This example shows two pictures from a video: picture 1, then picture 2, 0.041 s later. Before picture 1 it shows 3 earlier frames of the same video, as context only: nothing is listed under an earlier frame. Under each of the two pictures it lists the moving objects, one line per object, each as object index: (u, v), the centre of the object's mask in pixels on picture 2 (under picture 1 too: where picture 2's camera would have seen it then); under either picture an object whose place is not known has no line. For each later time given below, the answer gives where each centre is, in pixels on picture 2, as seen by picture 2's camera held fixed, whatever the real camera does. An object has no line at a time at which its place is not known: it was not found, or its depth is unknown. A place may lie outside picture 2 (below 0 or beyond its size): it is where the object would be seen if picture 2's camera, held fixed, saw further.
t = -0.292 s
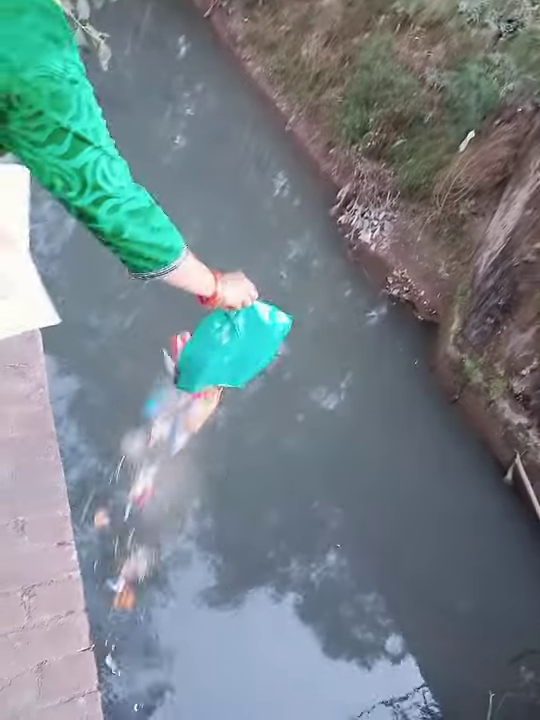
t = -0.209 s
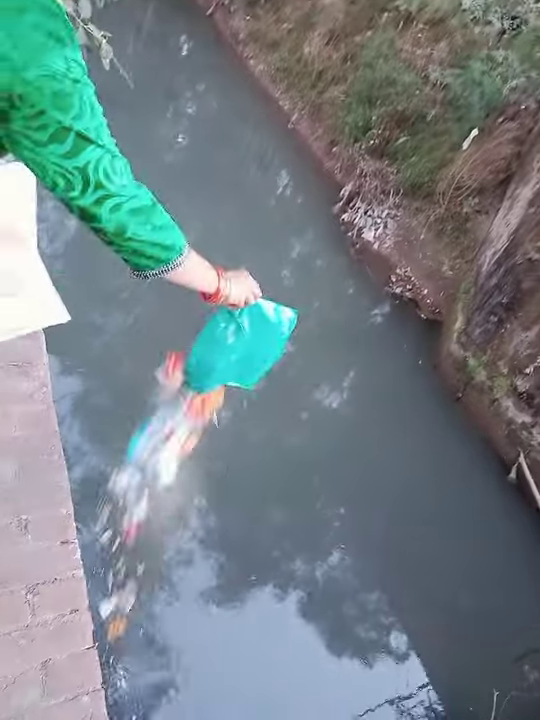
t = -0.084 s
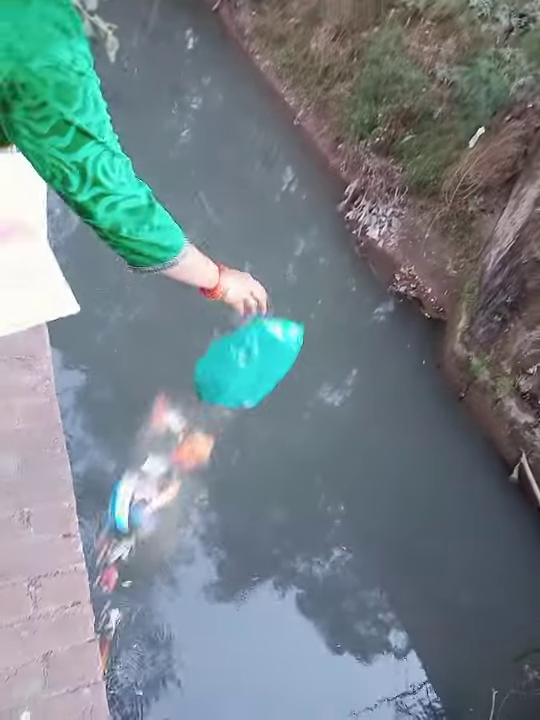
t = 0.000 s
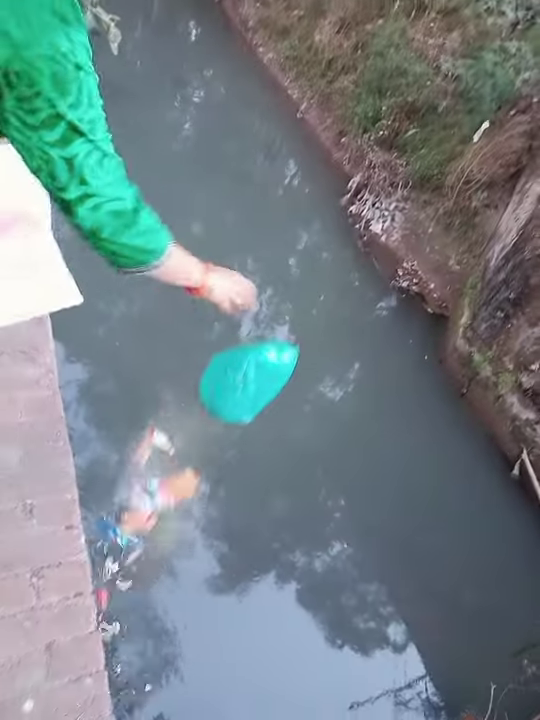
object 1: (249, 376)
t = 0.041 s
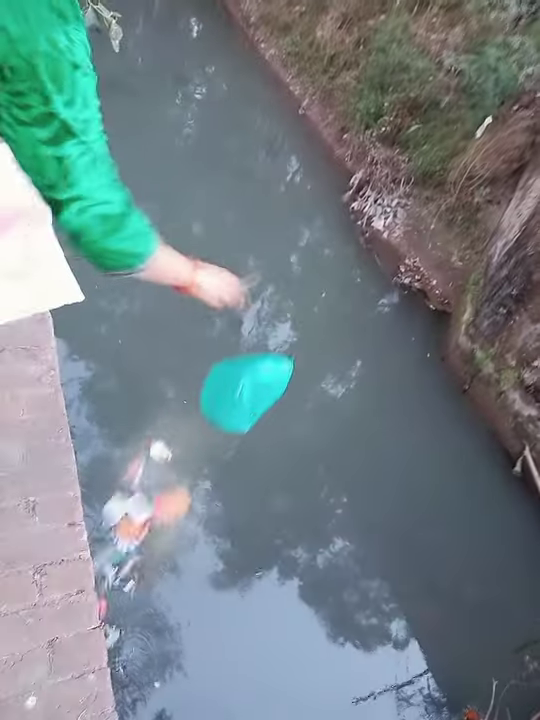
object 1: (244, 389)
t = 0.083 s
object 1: (239, 403)
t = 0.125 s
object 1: (232, 418)
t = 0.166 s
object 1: (225, 433)
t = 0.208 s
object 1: (218, 449)
